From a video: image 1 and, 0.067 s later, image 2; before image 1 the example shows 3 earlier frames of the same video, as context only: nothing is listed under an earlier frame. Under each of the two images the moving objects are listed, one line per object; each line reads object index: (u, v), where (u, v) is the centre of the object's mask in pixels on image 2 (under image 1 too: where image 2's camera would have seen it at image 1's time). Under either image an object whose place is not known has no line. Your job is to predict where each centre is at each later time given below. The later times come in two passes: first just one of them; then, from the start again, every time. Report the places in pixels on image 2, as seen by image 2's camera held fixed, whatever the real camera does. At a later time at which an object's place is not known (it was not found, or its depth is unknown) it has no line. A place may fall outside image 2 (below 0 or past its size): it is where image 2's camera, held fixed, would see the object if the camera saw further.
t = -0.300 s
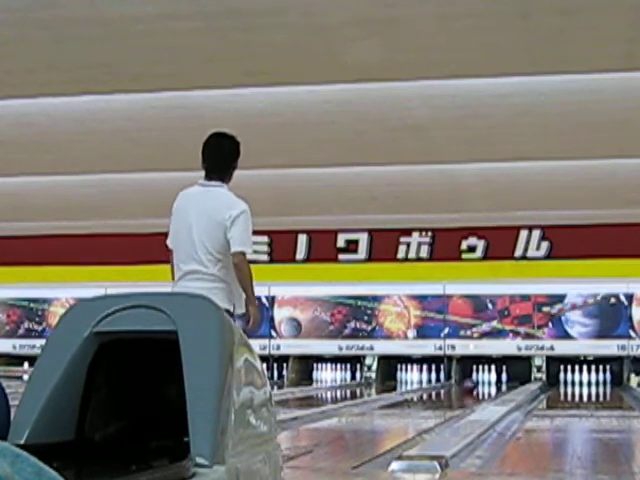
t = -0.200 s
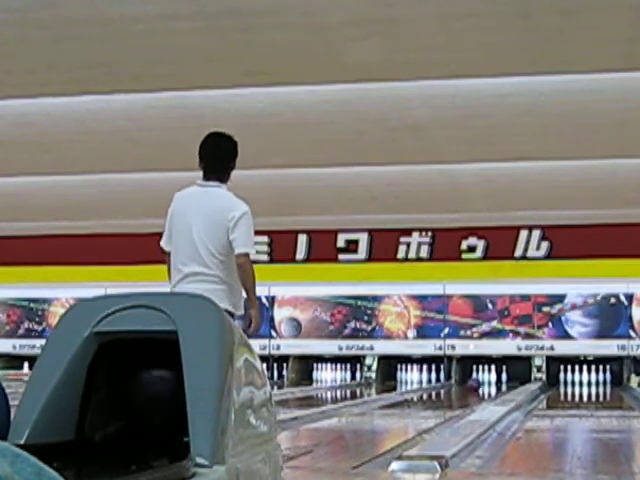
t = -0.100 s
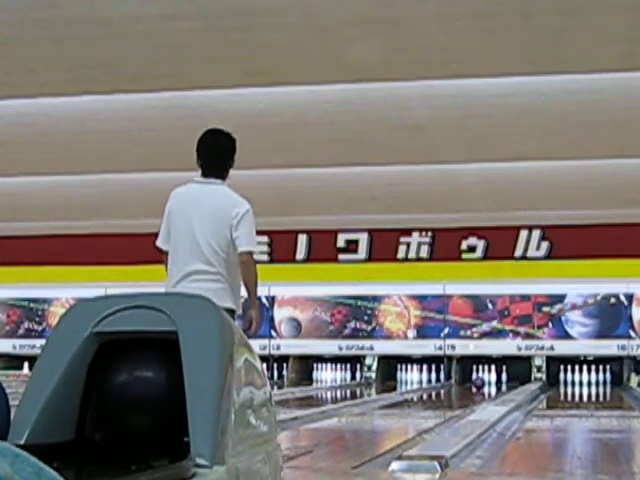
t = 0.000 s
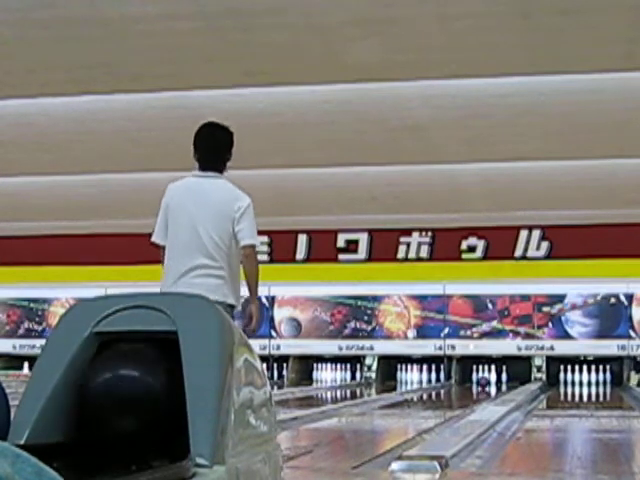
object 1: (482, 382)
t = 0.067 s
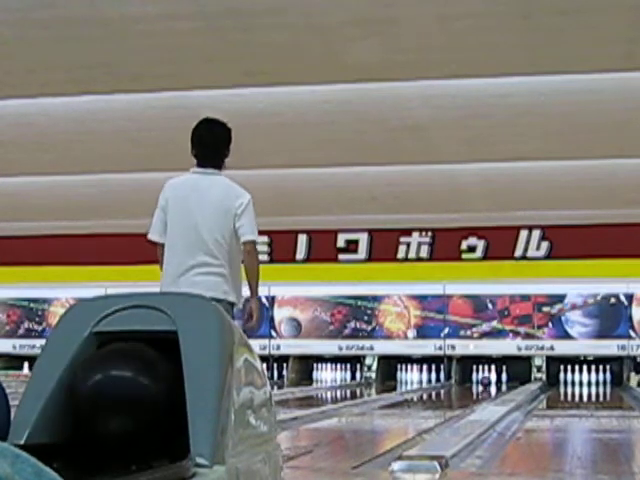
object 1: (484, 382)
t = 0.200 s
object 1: (490, 382)
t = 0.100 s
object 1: (485, 382)
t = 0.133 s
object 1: (486, 382)
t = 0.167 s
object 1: (488, 382)
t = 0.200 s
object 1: (490, 382)
